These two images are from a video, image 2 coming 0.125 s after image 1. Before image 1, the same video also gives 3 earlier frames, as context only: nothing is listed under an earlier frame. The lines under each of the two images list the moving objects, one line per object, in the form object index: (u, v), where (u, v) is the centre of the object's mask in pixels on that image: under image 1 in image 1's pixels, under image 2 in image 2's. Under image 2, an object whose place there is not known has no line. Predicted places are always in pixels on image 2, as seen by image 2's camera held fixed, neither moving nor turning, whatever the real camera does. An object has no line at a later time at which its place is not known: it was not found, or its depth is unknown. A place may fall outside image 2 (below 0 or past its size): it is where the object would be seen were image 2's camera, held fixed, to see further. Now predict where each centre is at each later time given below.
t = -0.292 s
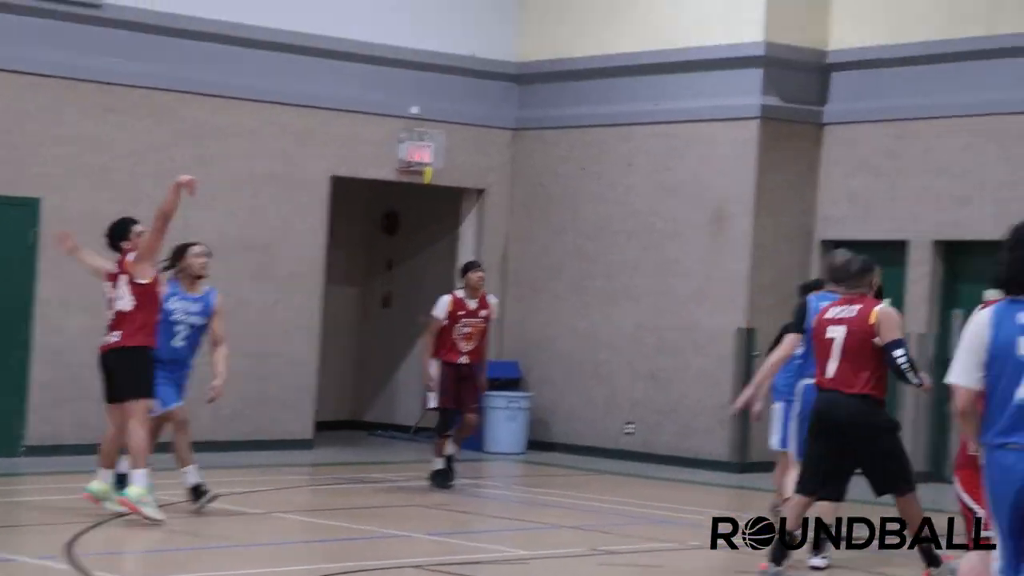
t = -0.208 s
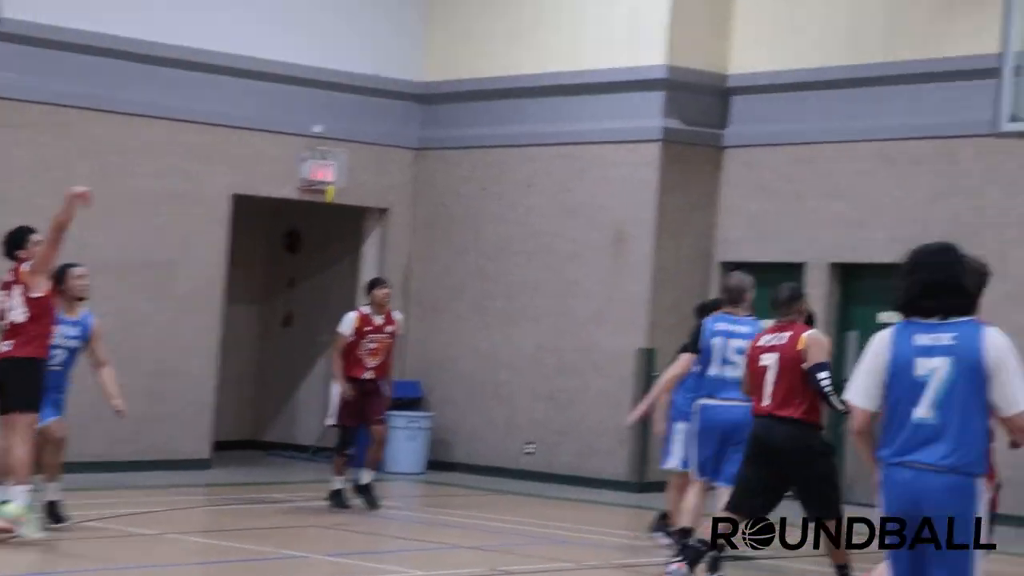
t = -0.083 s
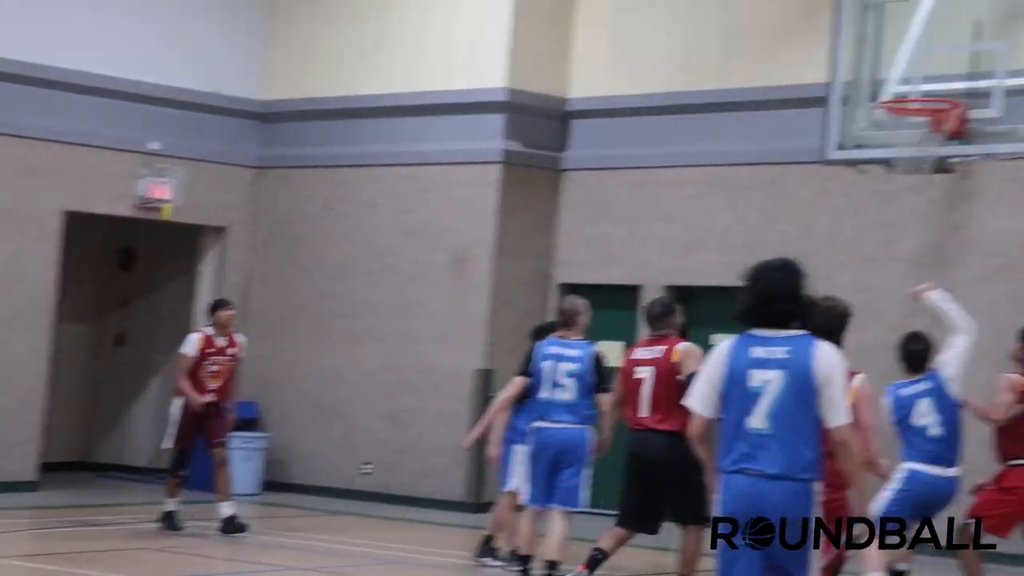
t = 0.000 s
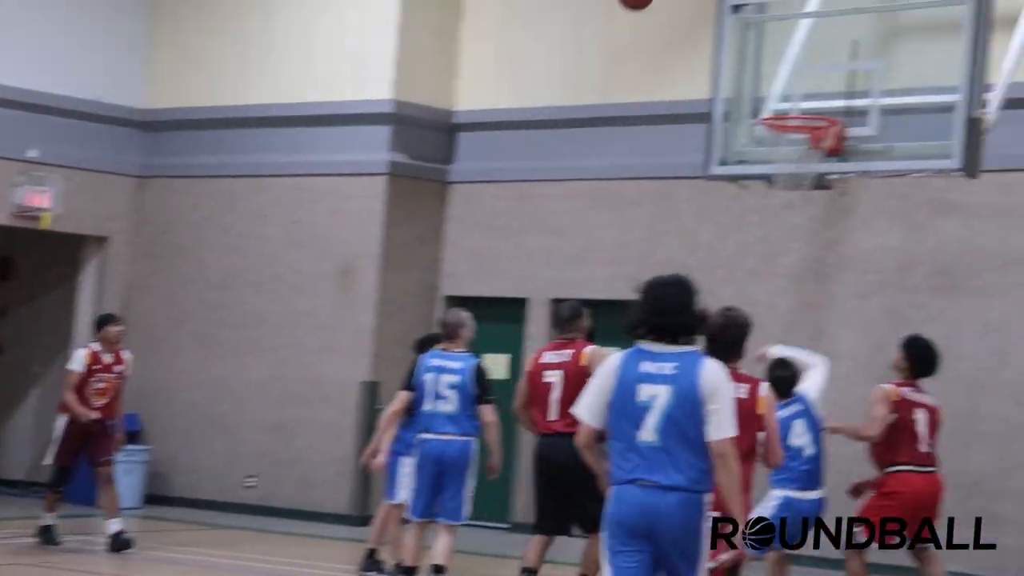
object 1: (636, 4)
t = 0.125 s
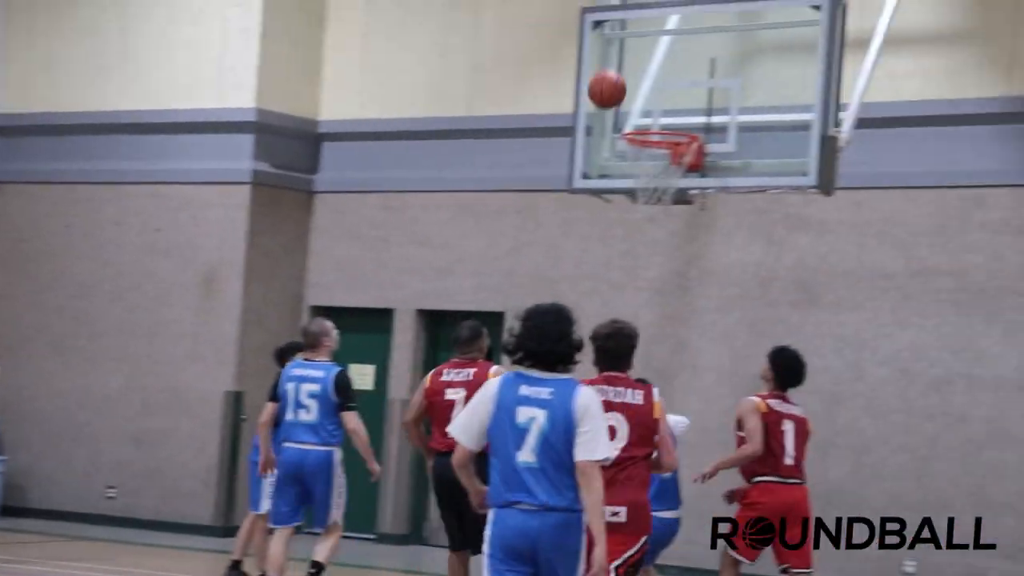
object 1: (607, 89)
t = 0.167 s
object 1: (633, 114)
